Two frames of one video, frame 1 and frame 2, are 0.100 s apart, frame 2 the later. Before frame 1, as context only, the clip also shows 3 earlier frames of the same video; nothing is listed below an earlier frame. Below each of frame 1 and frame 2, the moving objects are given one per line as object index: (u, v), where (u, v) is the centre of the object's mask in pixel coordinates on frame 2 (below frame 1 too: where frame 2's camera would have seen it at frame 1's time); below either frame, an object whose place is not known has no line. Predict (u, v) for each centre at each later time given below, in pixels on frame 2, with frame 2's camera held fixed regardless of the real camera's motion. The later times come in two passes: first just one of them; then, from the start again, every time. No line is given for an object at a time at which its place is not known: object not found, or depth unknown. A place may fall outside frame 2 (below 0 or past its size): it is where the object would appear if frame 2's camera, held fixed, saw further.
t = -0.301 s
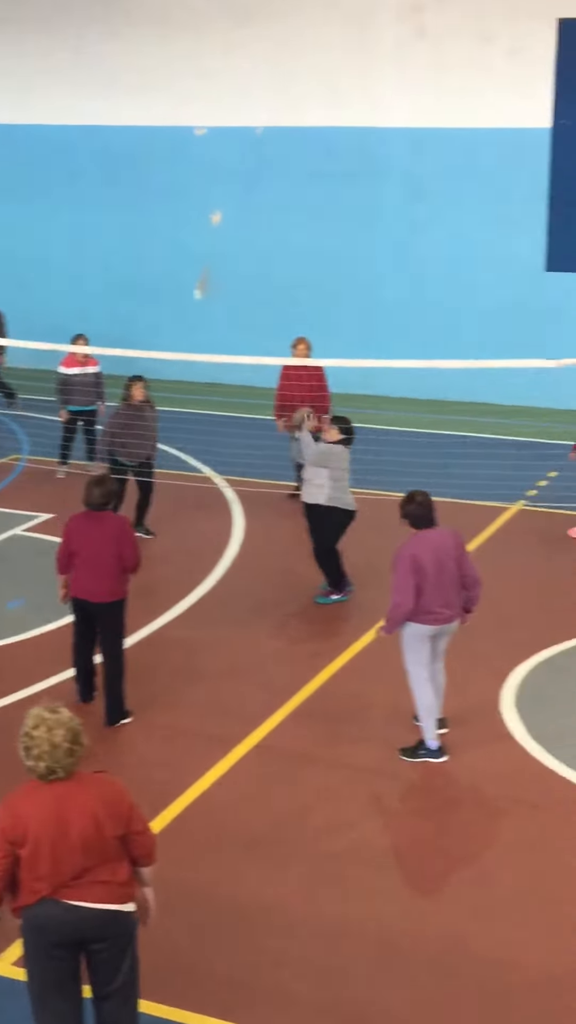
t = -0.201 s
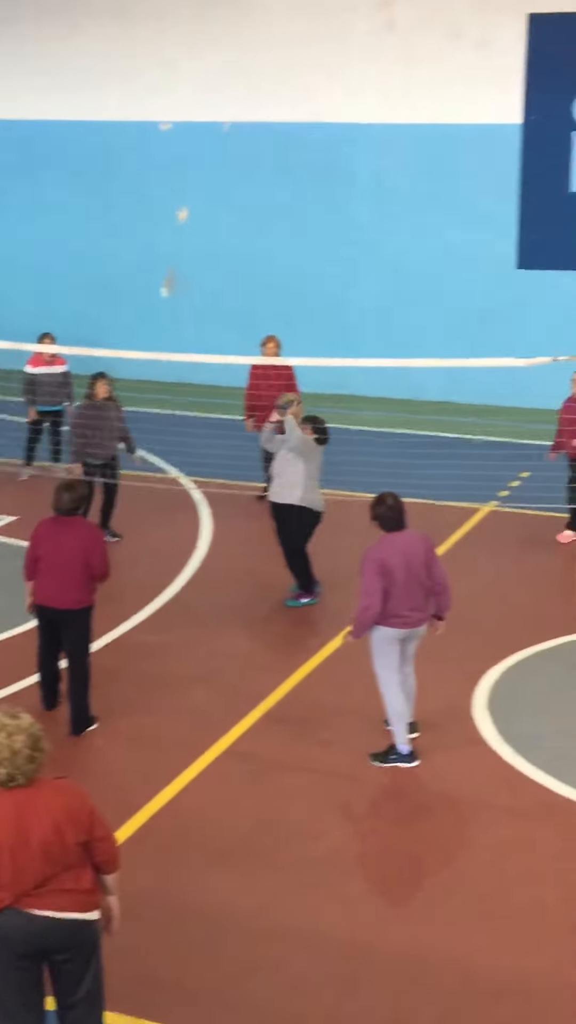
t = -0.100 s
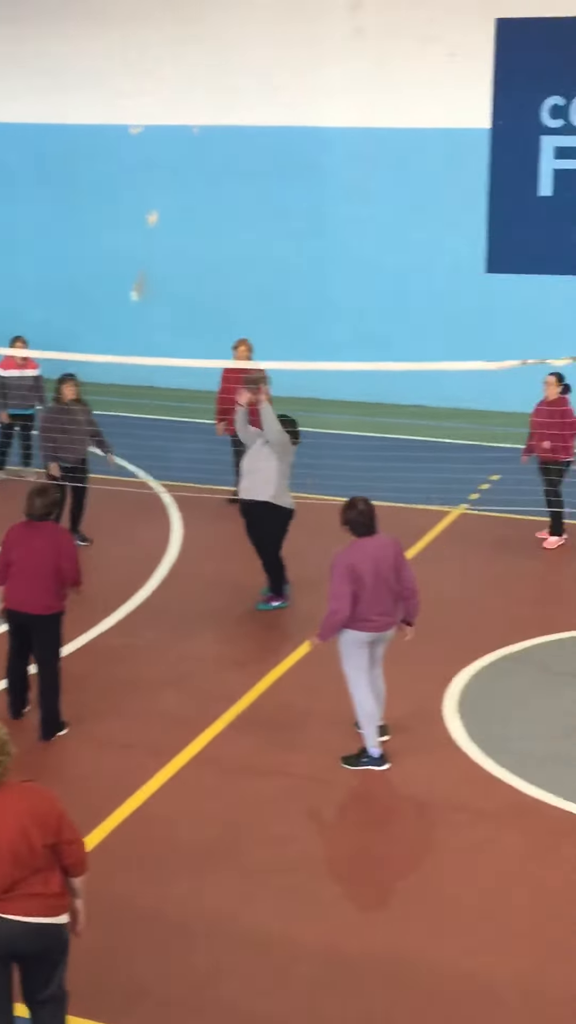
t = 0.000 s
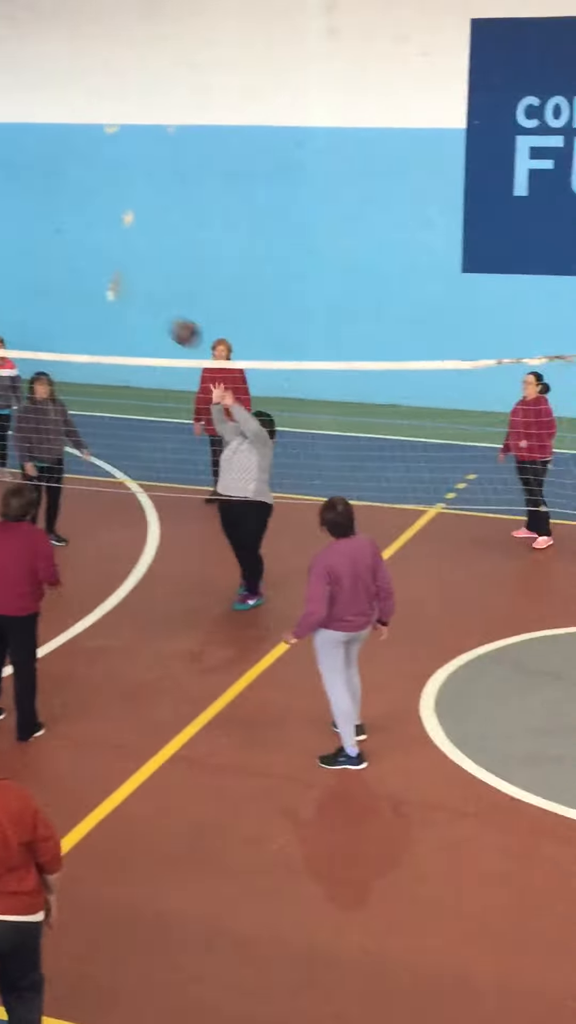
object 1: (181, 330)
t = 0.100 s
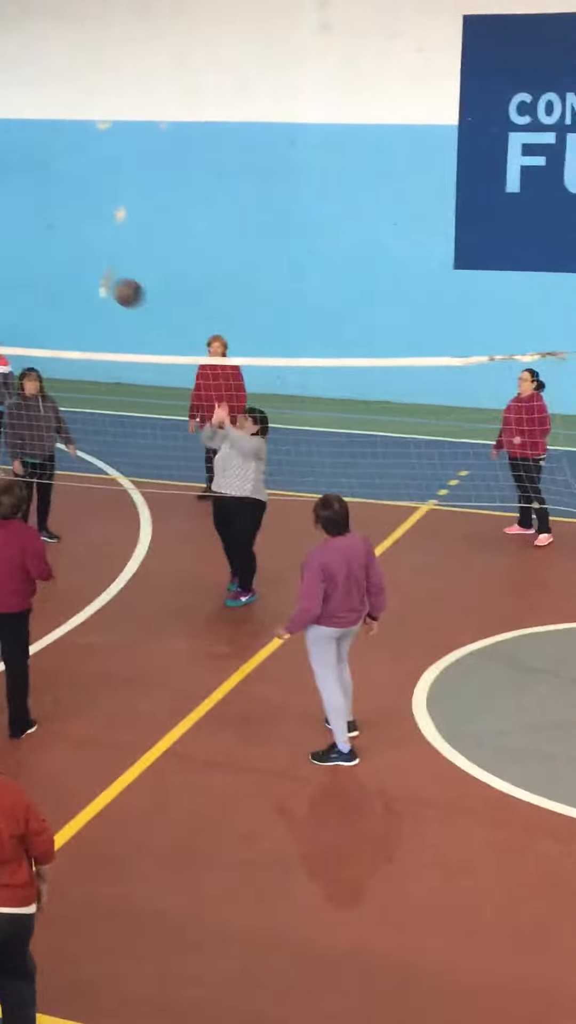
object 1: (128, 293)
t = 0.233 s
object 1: (69, 264)
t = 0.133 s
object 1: (112, 284)
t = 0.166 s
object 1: (96, 276)
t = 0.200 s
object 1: (83, 269)
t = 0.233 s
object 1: (69, 264)
